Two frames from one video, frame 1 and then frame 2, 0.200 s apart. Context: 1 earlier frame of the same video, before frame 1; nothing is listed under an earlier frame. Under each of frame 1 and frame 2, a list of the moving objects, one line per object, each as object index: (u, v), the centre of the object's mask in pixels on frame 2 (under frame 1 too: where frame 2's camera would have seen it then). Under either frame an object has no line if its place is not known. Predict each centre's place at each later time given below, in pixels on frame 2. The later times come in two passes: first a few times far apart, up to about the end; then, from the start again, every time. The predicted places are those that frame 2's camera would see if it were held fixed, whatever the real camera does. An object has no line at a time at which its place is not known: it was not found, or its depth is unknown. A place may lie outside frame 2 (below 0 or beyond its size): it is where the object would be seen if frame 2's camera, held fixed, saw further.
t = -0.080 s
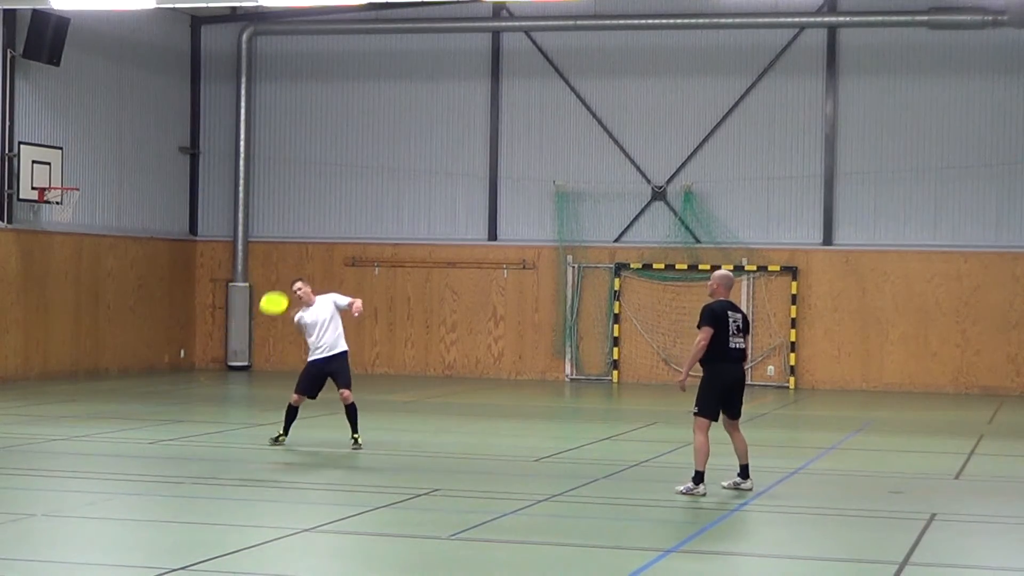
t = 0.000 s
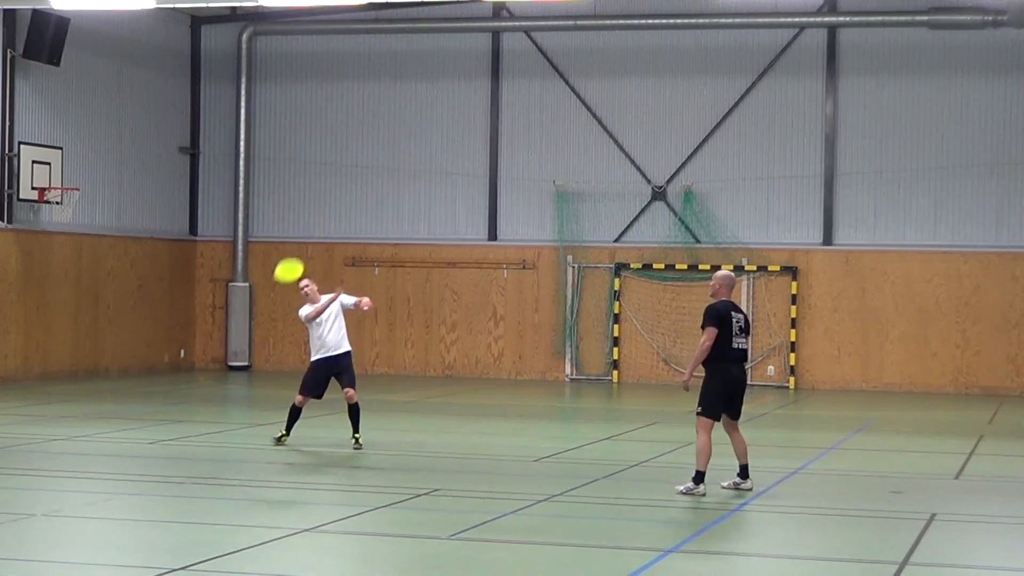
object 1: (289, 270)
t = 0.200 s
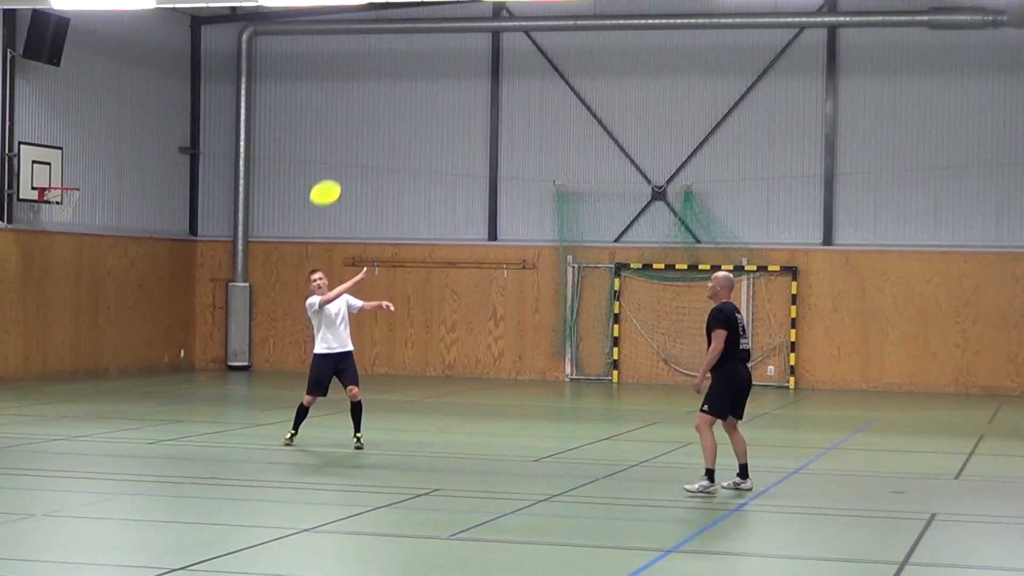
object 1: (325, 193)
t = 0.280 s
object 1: (339, 165)
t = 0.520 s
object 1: (381, 100)
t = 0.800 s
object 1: (430, 67)
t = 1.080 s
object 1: (481, 93)
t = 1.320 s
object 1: (527, 172)
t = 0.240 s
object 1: (332, 179)
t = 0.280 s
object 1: (339, 165)
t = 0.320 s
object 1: (346, 153)
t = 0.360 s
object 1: (353, 141)
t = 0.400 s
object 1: (360, 129)
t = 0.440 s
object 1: (367, 119)
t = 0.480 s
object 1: (374, 109)
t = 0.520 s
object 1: (381, 100)
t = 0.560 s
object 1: (388, 93)
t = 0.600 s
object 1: (395, 86)
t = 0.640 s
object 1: (402, 80)
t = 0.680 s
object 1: (409, 75)
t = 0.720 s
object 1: (416, 71)
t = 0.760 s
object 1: (422, 69)
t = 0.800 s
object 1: (430, 67)
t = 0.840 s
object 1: (437, 67)
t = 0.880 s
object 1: (444, 68)
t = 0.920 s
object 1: (451, 70)
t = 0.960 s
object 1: (458, 74)
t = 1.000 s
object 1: (466, 78)
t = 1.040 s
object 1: (473, 85)
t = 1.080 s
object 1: (481, 93)
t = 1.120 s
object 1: (488, 102)
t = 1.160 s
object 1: (496, 113)
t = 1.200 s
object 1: (504, 125)
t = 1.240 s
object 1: (511, 139)
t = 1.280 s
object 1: (519, 155)
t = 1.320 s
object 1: (527, 172)
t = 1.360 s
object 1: (534, 190)
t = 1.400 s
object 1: (542, 211)
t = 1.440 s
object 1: (549, 233)
